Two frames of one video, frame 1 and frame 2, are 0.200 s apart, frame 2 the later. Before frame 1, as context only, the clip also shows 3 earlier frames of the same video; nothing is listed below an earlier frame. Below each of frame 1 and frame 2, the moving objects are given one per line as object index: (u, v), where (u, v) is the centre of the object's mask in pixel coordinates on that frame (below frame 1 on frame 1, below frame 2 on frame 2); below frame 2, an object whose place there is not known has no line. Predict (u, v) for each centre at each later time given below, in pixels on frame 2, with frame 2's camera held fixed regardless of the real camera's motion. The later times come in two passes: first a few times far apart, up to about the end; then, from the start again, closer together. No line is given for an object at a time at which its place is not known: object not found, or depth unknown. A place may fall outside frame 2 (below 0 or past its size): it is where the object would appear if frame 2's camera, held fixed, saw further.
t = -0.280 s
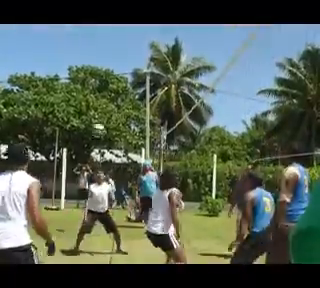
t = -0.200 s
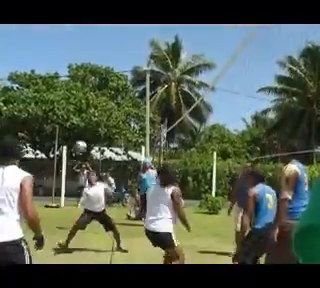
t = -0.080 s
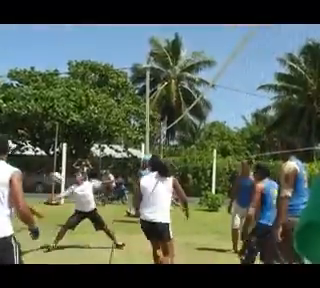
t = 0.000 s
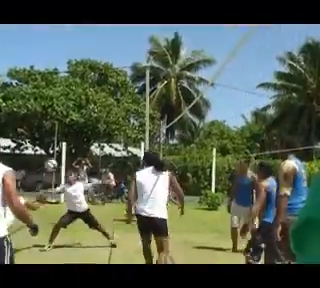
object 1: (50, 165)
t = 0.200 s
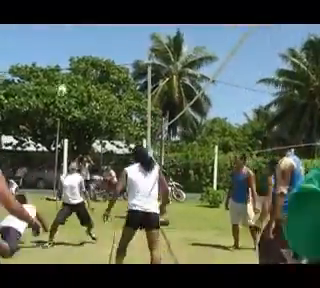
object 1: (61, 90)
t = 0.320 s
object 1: (68, 58)
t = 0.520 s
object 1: (72, 31)
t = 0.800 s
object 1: (79, 27)
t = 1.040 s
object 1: (86, 52)
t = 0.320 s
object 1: (68, 58)
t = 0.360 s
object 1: (67, 52)
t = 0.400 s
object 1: (68, 46)
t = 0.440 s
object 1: (70, 39)
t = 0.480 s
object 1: (70, 36)
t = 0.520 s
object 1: (72, 31)
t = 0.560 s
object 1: (72, 28)
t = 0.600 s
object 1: (74, 26)
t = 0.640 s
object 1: (75, 25)
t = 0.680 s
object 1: (76, 24)
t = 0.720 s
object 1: (77, 24)
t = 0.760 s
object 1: (77, 24)
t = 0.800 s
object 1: (79, 27)
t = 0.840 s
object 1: (80, 30)
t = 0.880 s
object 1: (82, 33)
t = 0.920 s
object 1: (82, 38)
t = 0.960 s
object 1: (83, 42)
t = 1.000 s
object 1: (85, 48)
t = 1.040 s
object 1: (86, 52)
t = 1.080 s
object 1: (86, 60)
